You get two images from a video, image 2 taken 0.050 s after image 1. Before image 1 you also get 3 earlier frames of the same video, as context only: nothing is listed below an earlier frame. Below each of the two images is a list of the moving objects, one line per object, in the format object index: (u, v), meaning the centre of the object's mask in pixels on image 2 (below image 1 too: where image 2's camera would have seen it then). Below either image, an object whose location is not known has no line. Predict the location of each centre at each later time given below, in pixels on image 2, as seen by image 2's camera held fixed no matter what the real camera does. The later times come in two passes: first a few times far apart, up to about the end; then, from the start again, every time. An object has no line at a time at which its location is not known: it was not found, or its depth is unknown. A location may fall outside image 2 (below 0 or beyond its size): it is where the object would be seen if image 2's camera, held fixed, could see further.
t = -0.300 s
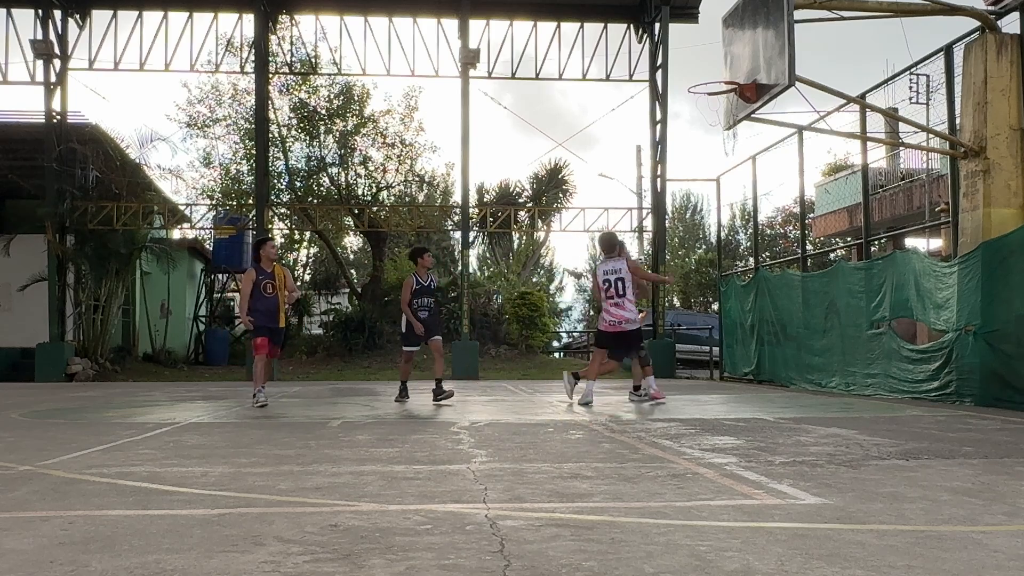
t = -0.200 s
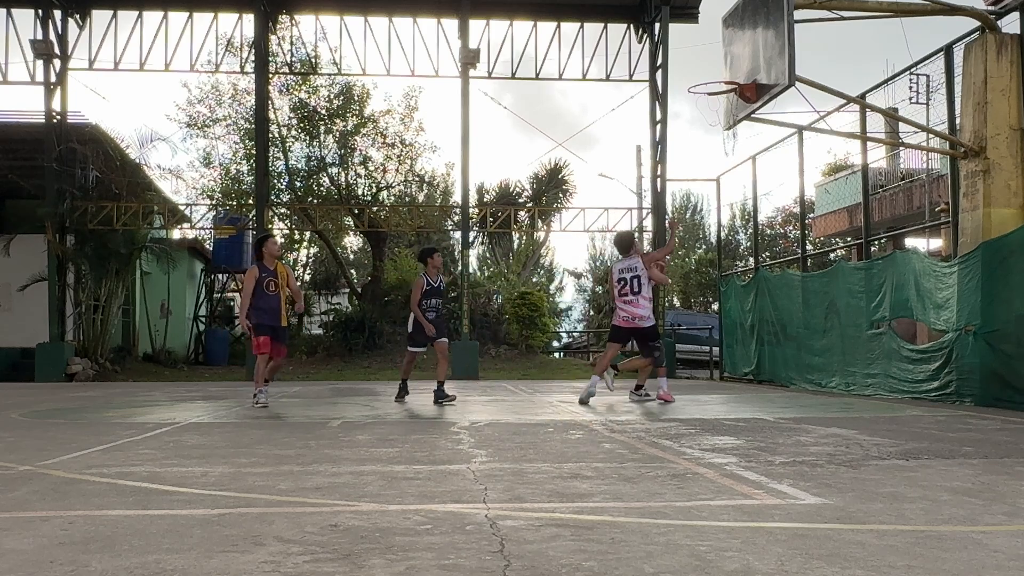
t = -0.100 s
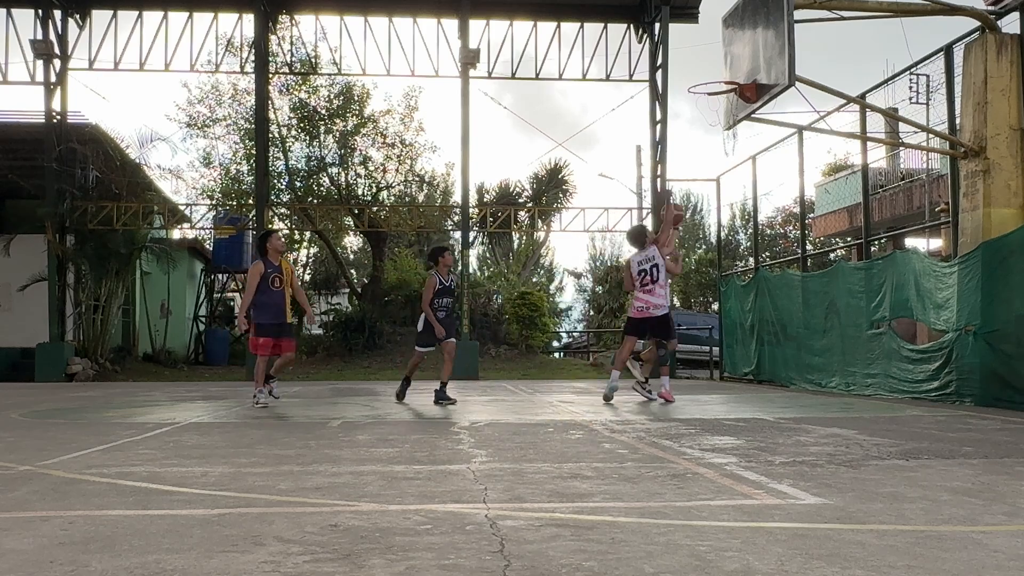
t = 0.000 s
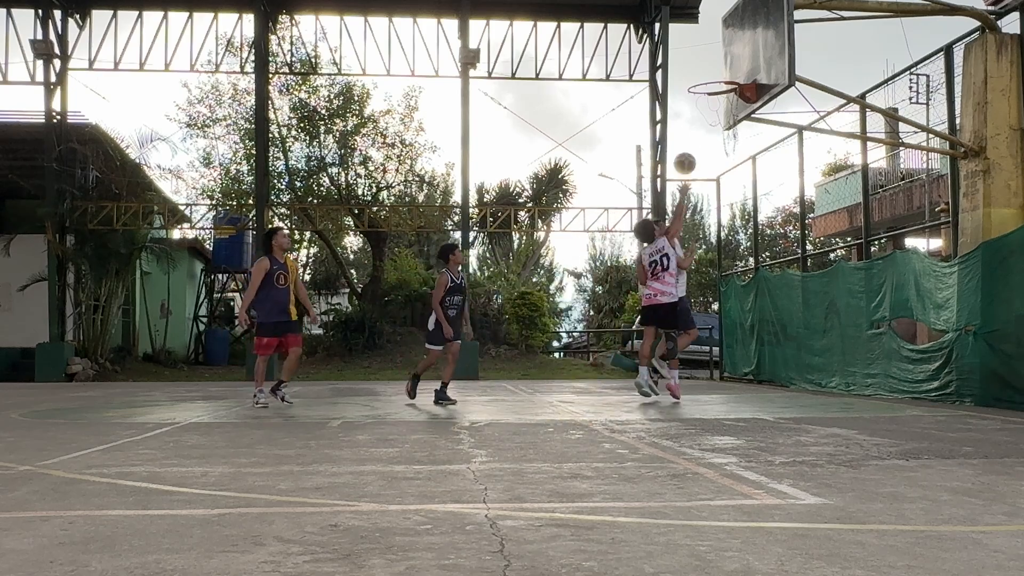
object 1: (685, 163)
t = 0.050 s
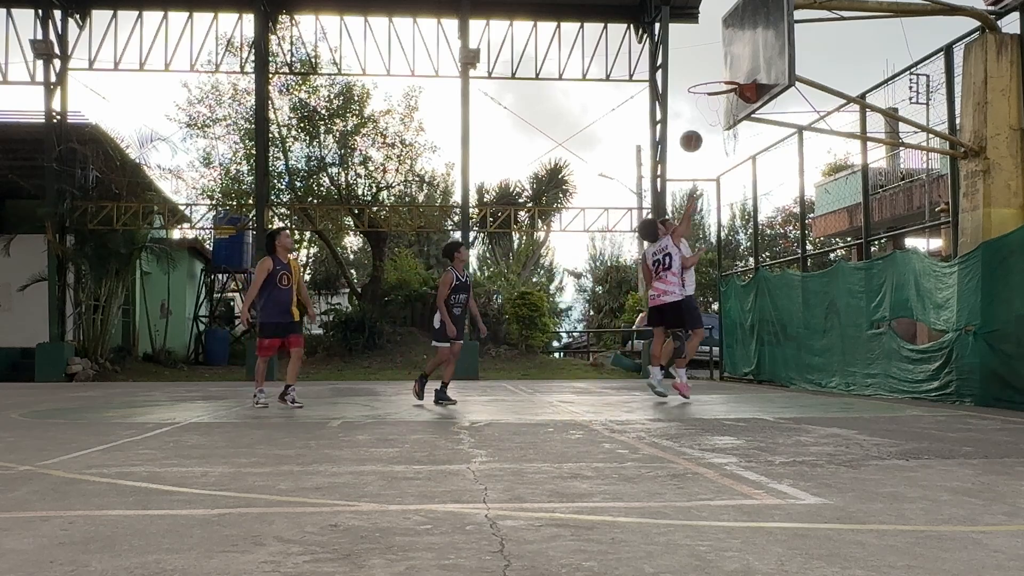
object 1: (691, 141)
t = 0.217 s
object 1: (713, 83)
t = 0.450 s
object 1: (719, 52)
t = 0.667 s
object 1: (711, 76)
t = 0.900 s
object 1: (704, 158)
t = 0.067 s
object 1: (693, 134)
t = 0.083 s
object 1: (695, 127)
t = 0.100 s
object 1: (697, 121)
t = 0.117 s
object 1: (699, 114)
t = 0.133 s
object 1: (702, 108)
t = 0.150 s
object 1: (704, 103)
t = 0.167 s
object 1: (706, 97)
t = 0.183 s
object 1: (708, 92)
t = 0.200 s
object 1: (710, 87)
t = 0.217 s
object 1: (713, 83)
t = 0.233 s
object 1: (715, 77)
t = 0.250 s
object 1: (717, 73)
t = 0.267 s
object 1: (720, 69)
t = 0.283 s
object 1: (722, 65)
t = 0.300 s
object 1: (724, 62)
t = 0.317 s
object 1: (723, 60)
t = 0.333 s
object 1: (723, 58)
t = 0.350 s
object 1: (722, 56)
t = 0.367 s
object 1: (722, 55)
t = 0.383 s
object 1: (721, 54)
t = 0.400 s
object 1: (721, 53)
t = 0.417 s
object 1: (720, 52)
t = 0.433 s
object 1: (719, 52)
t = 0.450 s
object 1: (719, 52)
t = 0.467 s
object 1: (718, 52)
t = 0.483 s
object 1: (718, 53)
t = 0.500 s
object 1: (717, 53)
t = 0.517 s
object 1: (716, 54)
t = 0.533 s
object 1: (716, 56)
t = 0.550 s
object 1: (715, 57)
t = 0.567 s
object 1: (715, 59)
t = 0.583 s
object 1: (714, 61)
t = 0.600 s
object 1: (714, 64)
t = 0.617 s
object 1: (713, 66)
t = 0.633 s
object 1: (712, 70)
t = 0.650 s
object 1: (712, 73)
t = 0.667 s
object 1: (711, 76)
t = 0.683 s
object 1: (711, 81)
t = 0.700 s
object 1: (710, 84)
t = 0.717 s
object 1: (710, 89)
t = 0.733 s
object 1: (709, 94)
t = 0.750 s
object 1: (709, 99)
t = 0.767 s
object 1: (708, 104)
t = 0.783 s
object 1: (707, 110)
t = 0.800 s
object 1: (707, 116)
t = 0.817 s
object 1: (707, 122)
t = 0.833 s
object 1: (706, 129)
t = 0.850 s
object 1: (705, 136)
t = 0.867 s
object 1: (705, 143)
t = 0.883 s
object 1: (704, 151)
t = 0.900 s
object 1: (704, 158)
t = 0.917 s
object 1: (703, 167)
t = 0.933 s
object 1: (703, 175)
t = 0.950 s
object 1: (702, 185)
